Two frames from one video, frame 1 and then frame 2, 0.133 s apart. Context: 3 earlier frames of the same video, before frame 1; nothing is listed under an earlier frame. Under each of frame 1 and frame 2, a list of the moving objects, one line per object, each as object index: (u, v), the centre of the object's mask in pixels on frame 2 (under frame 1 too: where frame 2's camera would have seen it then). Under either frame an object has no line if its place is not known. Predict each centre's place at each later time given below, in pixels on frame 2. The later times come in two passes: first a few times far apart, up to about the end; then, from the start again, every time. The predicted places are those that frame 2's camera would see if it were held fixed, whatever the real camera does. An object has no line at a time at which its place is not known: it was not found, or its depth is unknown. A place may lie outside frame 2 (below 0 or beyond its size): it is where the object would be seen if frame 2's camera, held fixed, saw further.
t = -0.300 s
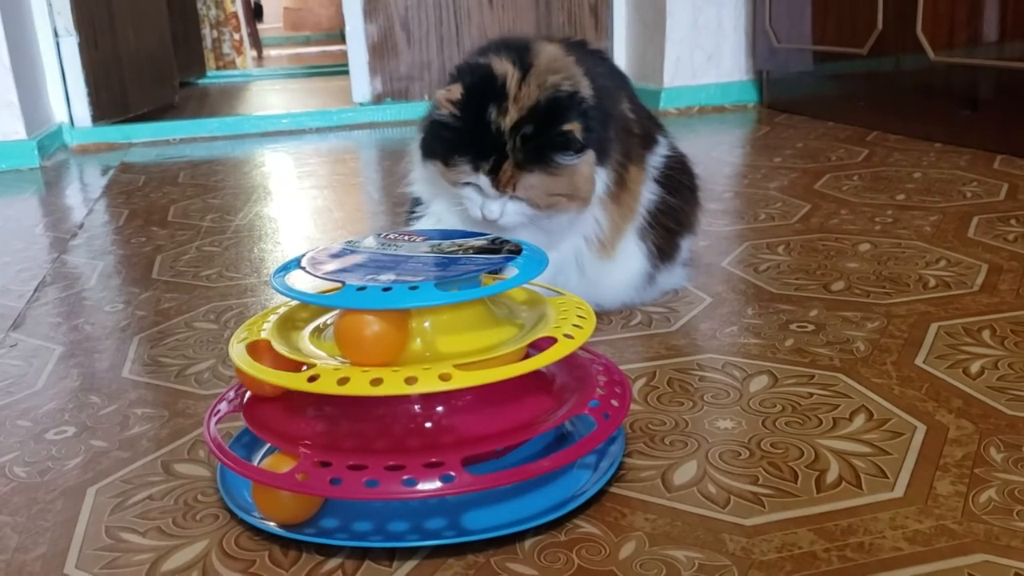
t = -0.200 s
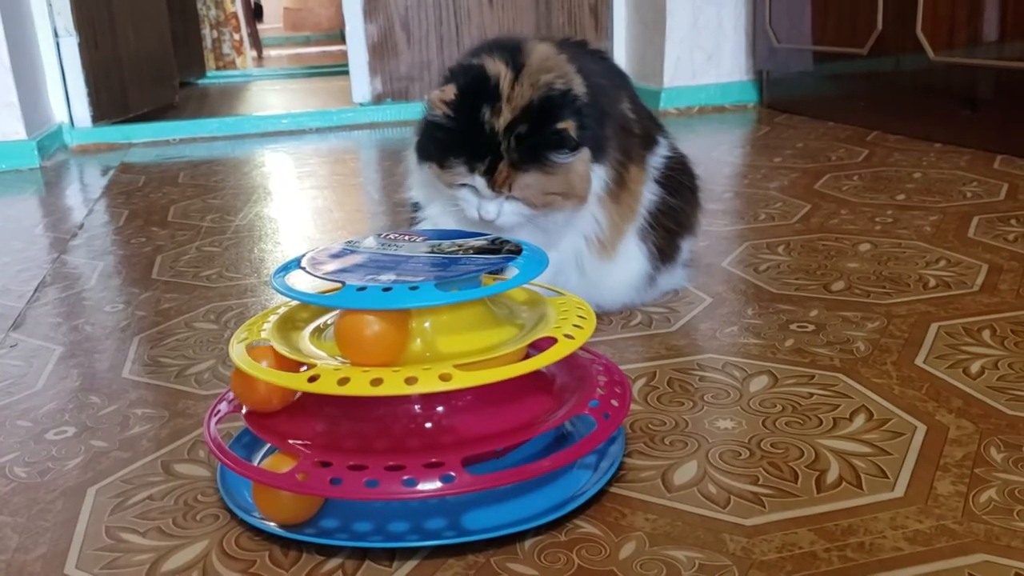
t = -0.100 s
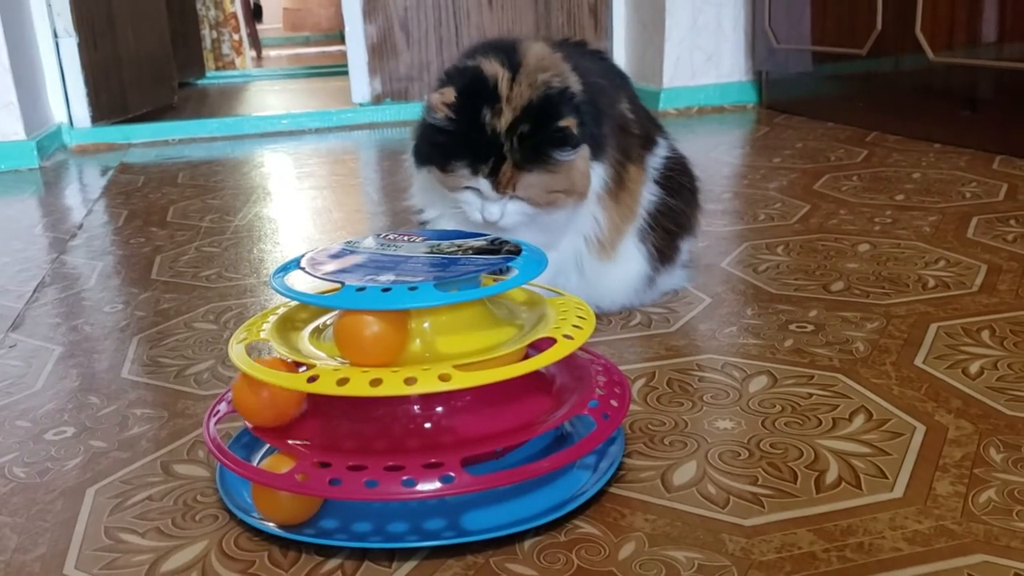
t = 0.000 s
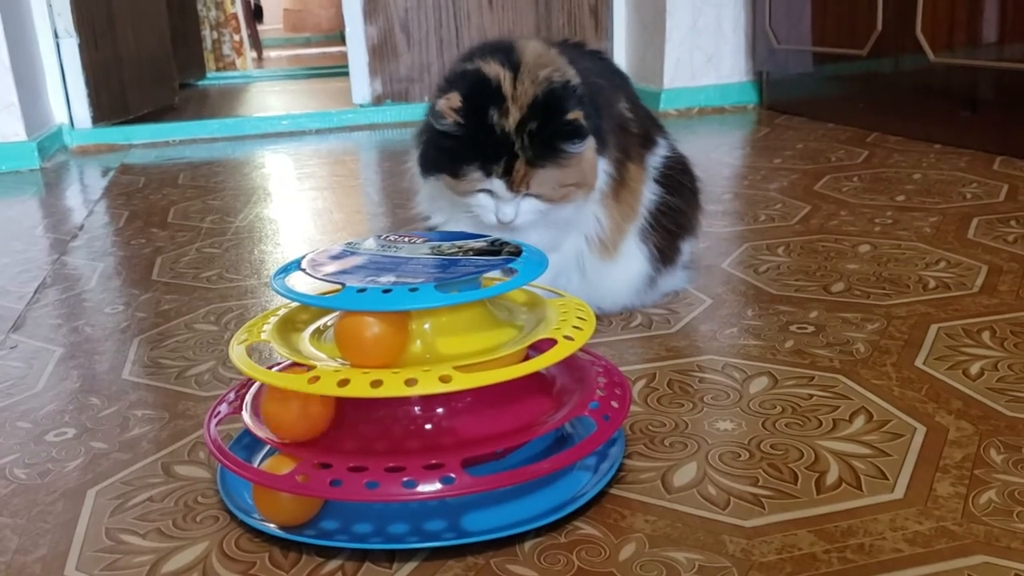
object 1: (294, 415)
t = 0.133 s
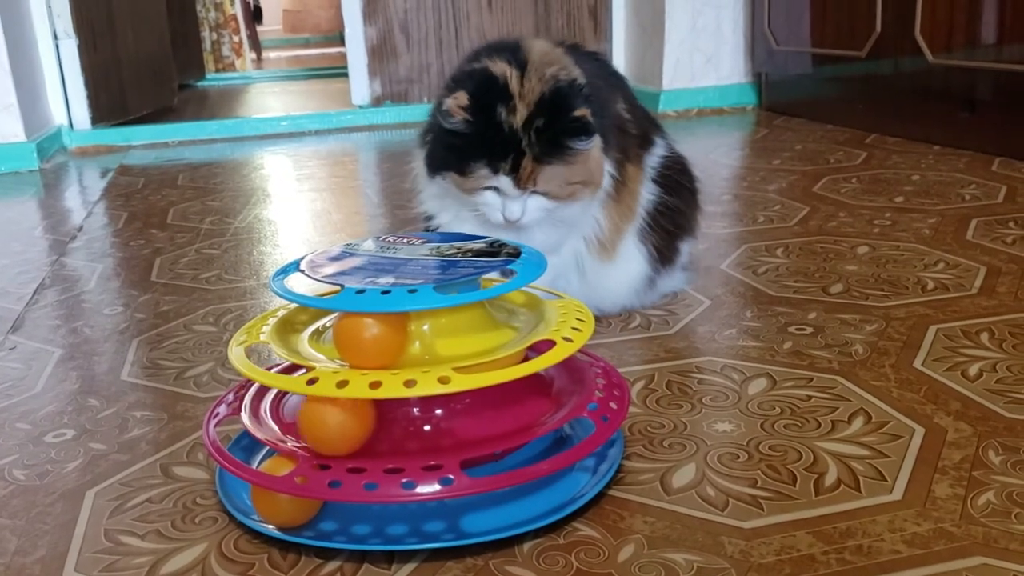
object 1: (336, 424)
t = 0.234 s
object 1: (380, 424)
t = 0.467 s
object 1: (487, 413)
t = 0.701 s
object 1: (559, 383)
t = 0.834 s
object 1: (576, 365)
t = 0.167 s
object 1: (350, 425)
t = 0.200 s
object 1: (365, 424)
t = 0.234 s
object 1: (380, 424)
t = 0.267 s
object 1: (394, 424)
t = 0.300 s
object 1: (409, 424)
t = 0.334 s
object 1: (425, 424)
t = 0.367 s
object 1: (441, 422)
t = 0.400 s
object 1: (457, 420)
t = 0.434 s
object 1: (473, 416)
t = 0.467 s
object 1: (487, 413)
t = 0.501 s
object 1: (501, 408)
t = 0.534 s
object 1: (516, 404)
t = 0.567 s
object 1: (529, 400)
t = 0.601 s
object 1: (540, 395)
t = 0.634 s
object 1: (549, 391)
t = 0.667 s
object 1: (554, 387)
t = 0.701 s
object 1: (559, 383)
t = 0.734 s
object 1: (564, 379)
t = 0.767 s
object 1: (568, 374)
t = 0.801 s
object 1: (573, 370)
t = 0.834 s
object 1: (576, 365)
